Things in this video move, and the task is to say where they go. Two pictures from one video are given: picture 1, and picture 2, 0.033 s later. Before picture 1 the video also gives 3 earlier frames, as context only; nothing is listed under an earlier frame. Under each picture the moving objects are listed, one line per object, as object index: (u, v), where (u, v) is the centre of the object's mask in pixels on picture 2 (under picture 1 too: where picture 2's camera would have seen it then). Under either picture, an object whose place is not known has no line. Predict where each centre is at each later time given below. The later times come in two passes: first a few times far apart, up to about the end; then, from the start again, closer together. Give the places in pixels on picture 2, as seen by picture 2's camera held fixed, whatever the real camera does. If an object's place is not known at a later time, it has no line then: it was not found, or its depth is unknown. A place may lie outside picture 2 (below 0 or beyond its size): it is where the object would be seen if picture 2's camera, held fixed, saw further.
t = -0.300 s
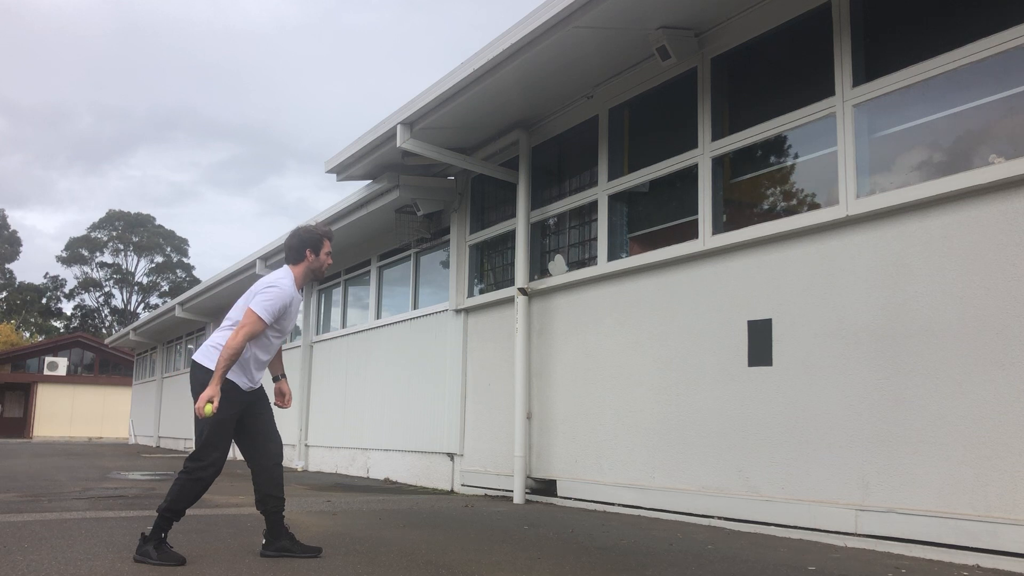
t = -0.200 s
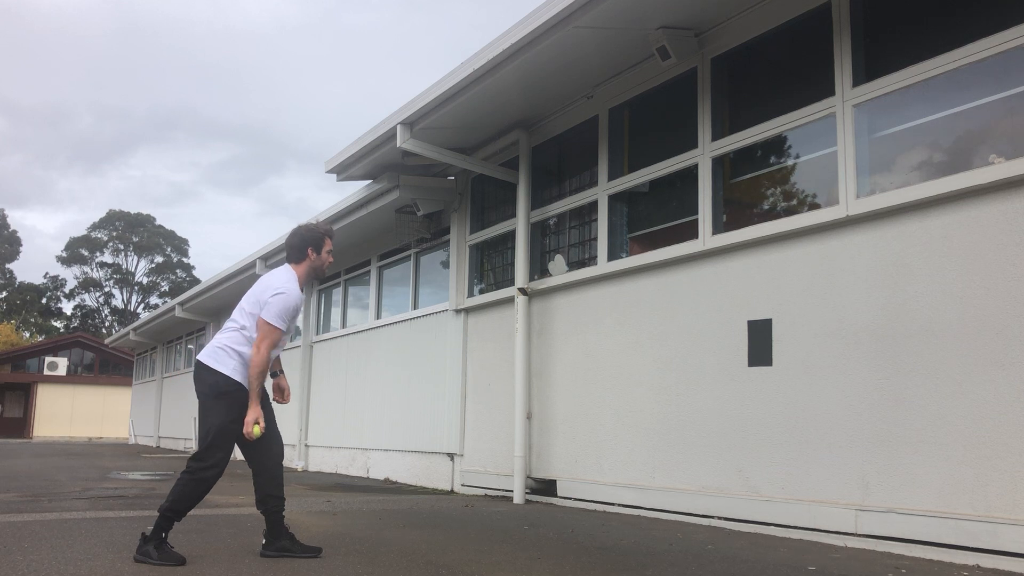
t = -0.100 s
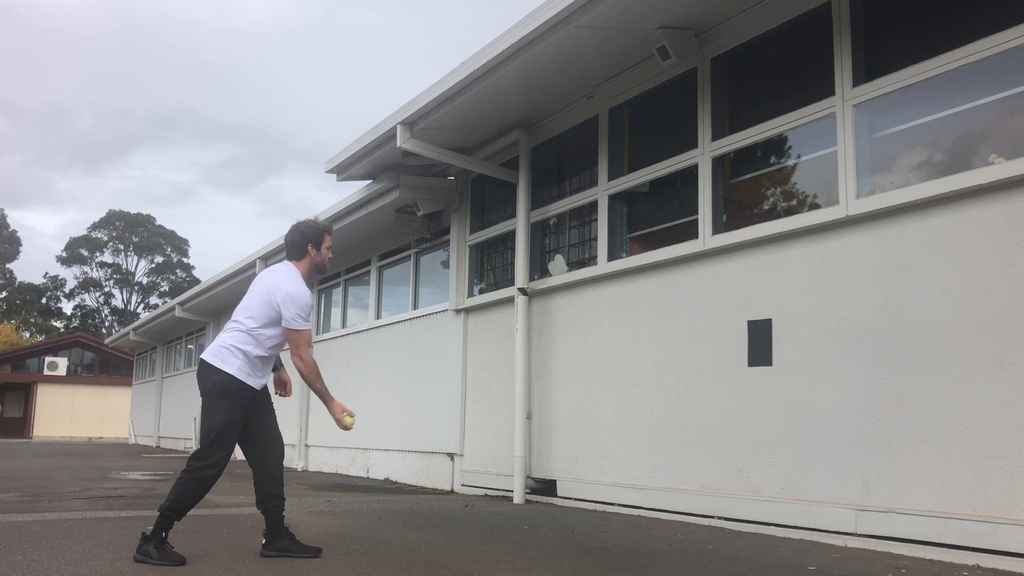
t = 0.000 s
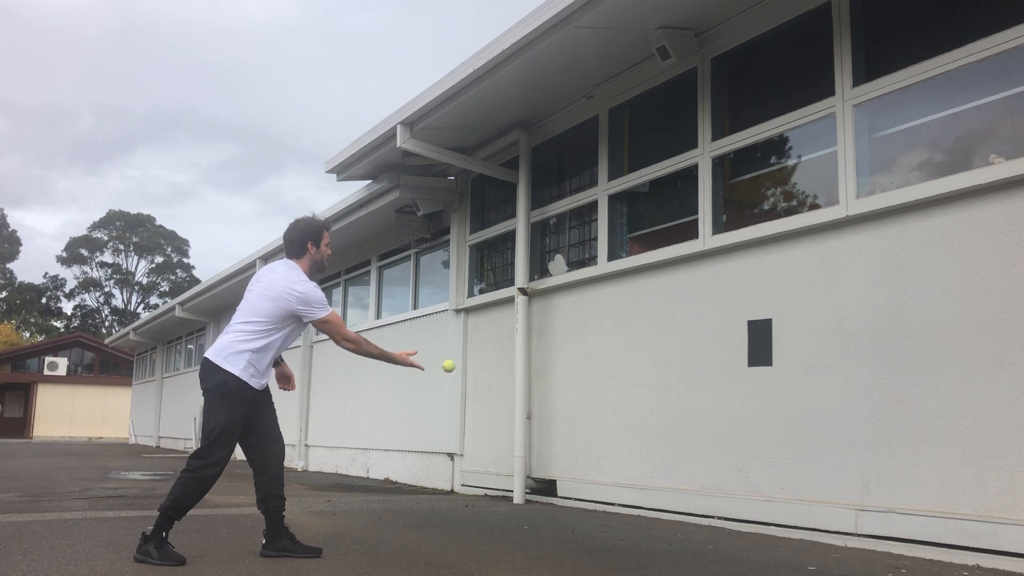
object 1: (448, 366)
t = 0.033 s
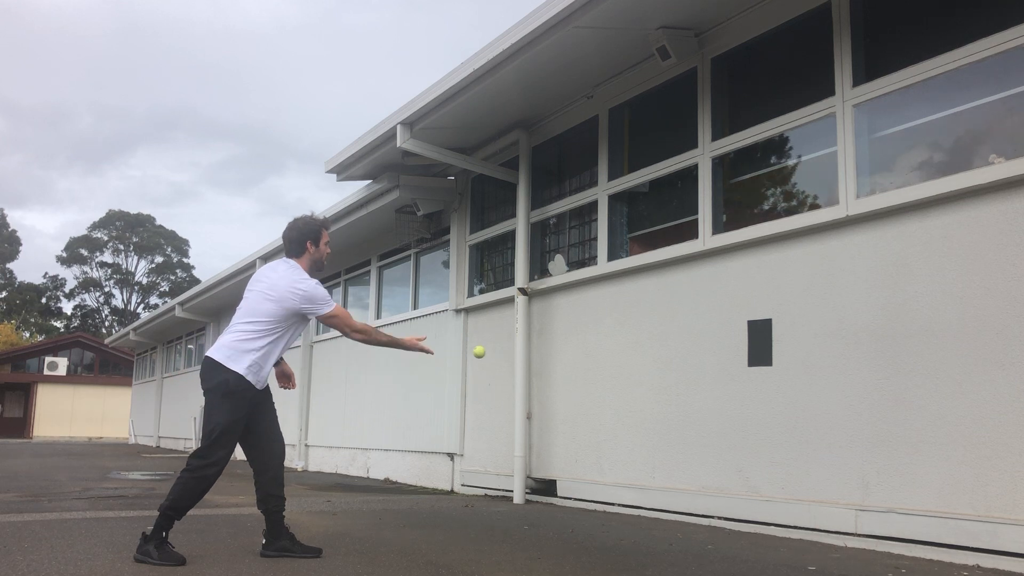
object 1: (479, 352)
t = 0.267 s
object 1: (662, 319)
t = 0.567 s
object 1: (709, 372)
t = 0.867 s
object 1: (567, 539)
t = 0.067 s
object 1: (508, 341)
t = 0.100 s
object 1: (536, 331)
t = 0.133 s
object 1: (563, 325)
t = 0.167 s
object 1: (589, 321)
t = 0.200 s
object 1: (614, 318)
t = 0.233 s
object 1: (638, 318)
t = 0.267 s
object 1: (662, 319)
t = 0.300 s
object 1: (685, 322)
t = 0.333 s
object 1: (708, 327)
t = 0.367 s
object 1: (730, 334)
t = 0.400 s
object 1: (751, 343)
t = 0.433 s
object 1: (765, 350)
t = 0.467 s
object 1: (752, 353)
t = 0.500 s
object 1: (737, 357)
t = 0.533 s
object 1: (724, 364)
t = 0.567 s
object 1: (709, 372)
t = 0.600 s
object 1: (695, 383)
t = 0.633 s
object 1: (680, 395)
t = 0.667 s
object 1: (665, 410)
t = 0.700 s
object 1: (649, 428)
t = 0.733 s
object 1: (634, 448)
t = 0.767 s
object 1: (617, 471)
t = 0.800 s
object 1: (600, 497)
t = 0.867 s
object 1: (567, 539)
